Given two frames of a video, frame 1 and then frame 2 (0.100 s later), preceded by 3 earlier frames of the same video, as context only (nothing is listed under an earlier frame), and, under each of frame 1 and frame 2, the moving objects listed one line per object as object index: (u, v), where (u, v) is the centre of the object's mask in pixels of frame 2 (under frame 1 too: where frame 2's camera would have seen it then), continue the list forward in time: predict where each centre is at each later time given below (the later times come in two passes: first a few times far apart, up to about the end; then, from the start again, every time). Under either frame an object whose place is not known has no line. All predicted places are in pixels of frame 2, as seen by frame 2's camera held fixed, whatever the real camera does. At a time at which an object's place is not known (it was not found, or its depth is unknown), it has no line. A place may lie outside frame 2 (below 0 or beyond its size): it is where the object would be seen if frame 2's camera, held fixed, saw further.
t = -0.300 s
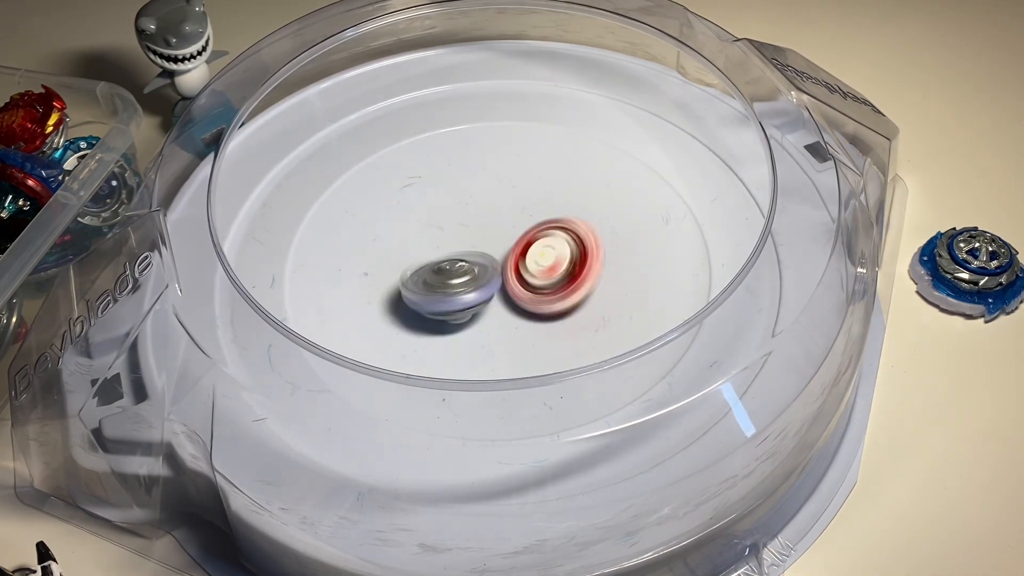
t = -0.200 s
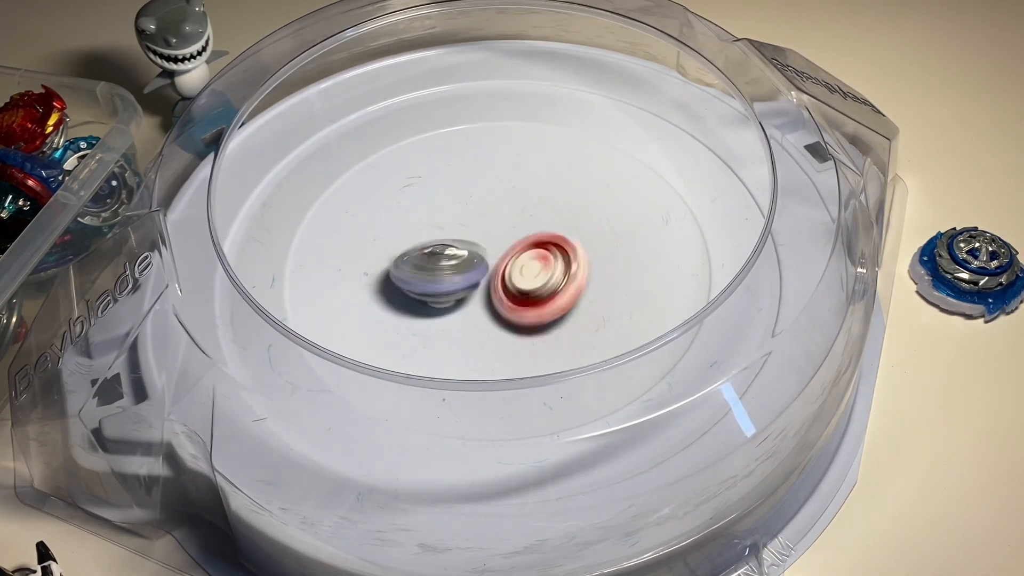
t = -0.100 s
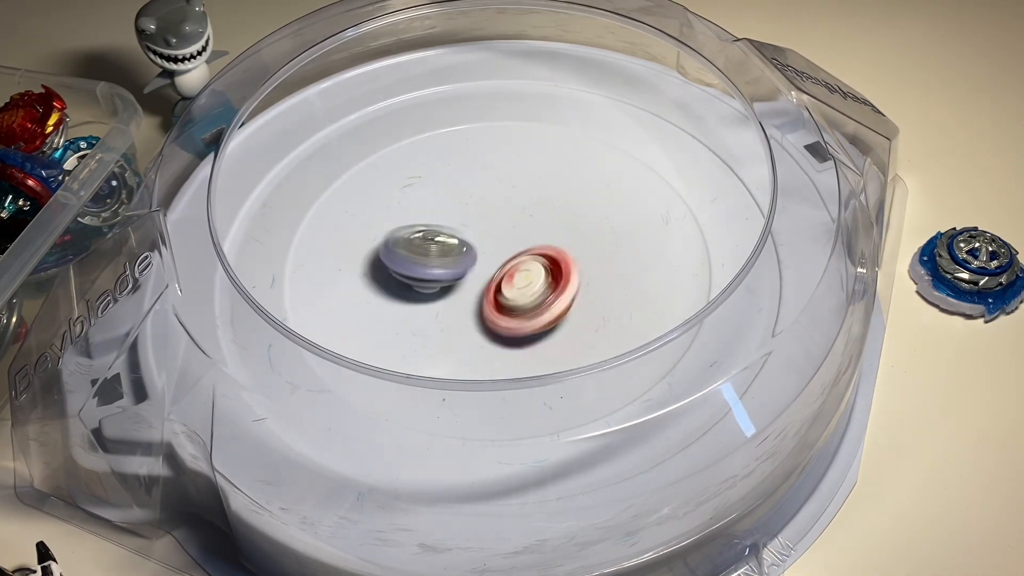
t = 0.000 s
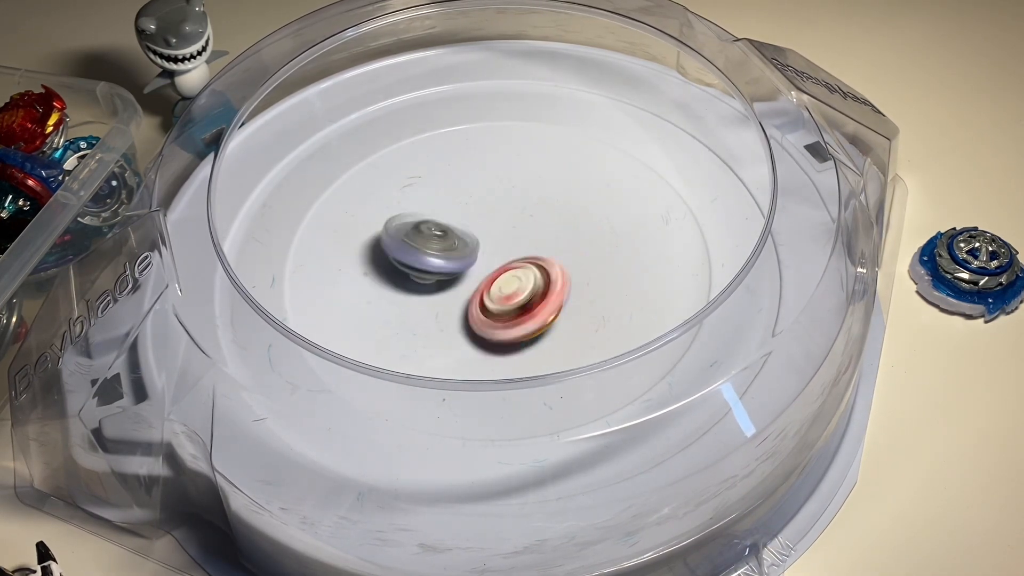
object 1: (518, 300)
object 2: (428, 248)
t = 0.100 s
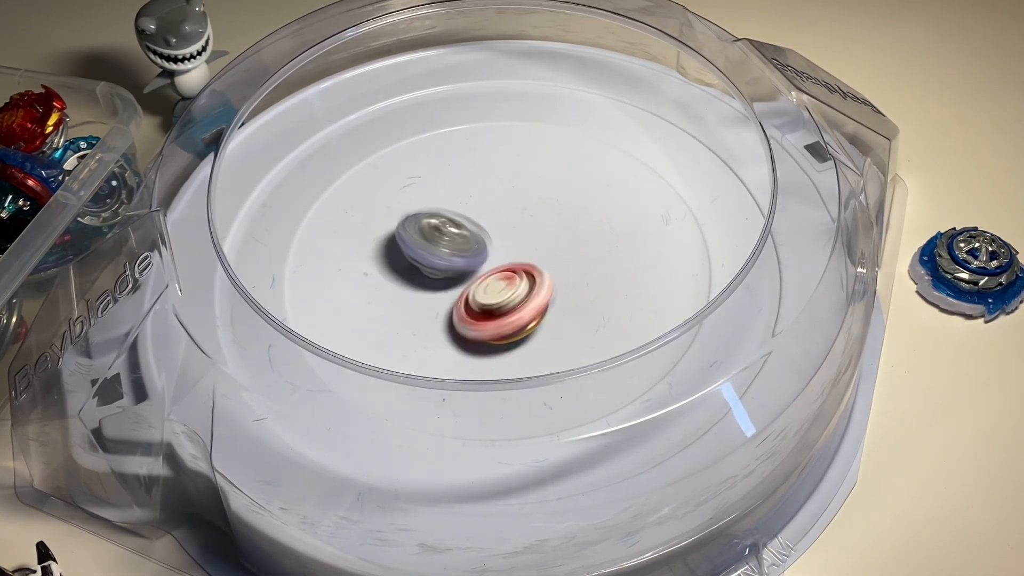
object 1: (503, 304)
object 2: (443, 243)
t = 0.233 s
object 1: (484, 310)
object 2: (466, 228)
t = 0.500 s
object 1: (457, 288)
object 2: (504, 221)
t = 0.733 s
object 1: (444, 262)
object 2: (528, 228)
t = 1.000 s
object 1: (452, 237)
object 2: (549, 255)
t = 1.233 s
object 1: (478, 216)
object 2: (540, 275)
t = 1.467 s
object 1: (513, 209)
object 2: (515, 286)
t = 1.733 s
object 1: (554, 238)
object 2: (498, 300)
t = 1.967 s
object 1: (569, 286)
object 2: (465, 296)
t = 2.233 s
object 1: (536, 297)
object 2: (450, 262)
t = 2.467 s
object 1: (487, 297)
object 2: (441, 212)
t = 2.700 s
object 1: (434, 286)
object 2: (492, 198)
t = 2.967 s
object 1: (410, 283)
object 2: (581, 195)
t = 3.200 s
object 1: (469, 265)
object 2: (585, 255)
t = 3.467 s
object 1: (477, 187)
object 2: (521, 346)
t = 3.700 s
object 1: (470, 213)
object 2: (445, 346)
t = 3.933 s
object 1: (527, 274)
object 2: (405, 279)
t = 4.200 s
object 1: (533, 254)
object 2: (437, 198)
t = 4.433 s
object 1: (471, 279)
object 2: (491, 196)
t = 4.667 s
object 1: (474, 275)
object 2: (568, 246)
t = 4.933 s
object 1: (475, 266)
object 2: (566, 272)
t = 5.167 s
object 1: (465, 258)
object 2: (541, 286)
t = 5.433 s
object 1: (464, 258)
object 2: (537, 290)
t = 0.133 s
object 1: (497, 305)
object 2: (448, 241)
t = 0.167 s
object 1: (493, 307)
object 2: (454, 237)
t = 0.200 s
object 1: (489, 309)
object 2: (460, 232)
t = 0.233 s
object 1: (484, 310)
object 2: (466, 228)
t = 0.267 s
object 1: (480, 310)
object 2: (472, 225)
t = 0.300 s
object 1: (476, 309)
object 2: (479, 223)
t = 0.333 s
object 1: (471, 308)
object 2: (483, 220)
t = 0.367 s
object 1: (467, 305)
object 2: (487, 219)
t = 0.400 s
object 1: (465, 302)
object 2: (492, 219)
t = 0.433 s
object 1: (462, 298)
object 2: (497, 220)
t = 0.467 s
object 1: (459, 293)
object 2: (501, 221)
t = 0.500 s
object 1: (457, 288)
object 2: (504, 221)
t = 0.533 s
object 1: (455, 284)
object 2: (508, 222)
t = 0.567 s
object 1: (452, 280)
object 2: (514, 222)
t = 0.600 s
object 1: (448, 276)
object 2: (519, 223)
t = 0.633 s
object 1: (447, 273)
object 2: (522, 223)
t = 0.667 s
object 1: (445, 269)
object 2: (524, 224)
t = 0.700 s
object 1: (444, 265)
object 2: (526, 226)
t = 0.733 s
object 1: (444, 262)
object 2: (528, 228)
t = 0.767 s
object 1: (442, 258)
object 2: (530, 229)
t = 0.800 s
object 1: (442, 255)
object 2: (532, 232)
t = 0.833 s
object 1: (442, 251)
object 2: (535, 235)
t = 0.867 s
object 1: (443, 248)
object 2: (537, 238)
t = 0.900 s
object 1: (446, 245)
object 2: (538, 241)
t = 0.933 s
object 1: (447, 242)
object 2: (539, 245)
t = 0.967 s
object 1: (448, 239)
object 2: (544, 250)
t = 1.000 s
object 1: (452, 237)
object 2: (549, 255)
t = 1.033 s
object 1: (456, 236)
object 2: (553, 259)
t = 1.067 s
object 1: (461, 234)
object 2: (552, 260)
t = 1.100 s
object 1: (464, 233)
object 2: (550, 262)
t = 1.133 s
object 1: (467, 232)
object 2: (546, 261)
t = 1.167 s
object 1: (470, 230)
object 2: (542, 262)
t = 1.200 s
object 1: (475, 223)
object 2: (542, 269)
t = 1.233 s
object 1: (478, 216)
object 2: (540, 275)
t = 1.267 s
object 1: (483, 213)
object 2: (536, 277)
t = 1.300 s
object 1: (487, 211)
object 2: (533, 278)
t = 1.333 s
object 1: (489, 208)
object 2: (528, 278)
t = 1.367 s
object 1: (494, 210)
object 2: (526, 276)
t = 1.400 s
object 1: (499, 208)
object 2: (521, 278)
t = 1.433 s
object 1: (507, 206)
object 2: (518, 283)
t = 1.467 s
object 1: (513, 209)
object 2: (515, 286)
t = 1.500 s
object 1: (519, 211)
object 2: (513, 287)
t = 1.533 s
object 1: (524, 212)
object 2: (512, 287)
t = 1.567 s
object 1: (528, 217)
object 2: (513, 286)
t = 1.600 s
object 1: (536, 222)
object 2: (509, 290)
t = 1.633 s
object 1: (544, 223)
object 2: (504, 293)
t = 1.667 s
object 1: (549, 229)
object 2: (502, 298)
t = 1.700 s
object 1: (553, 235)
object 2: (499, 300)
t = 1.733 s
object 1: (554, 238)
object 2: (498, 300)
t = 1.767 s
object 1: (557, 243)
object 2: (500, 301)
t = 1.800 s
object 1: (558, 250)
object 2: (498, 303)
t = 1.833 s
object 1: (559, 256)
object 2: (494, 303)
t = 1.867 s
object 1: (561, 267)
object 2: (486, 302)
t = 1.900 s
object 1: (564, 274)
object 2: (479, 300)
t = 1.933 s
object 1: (567, 282)
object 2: (472, 299)
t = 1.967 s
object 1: (569, 286)
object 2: (465, 296)
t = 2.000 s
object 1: (571, 291)
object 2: (460, 293)
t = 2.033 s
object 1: (572, 294)
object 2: (456, 290)
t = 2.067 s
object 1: (569, 296)
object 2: (455, 285)
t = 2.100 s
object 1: (566, 298)
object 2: (454, 282)
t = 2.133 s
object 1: (560, 298)
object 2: (451, 277)
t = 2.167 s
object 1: (554, 298)
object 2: (450, 273)
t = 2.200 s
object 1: (546, 298)
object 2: (449, 267)
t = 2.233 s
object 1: (536, 297)
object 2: (450, 262)
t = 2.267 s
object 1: (527, 297)
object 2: (449, 257)
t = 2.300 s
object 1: (521, 300)
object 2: (446, 247)
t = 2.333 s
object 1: (514, 301)
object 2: (443, 238)
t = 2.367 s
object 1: (508, 301)
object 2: (441, 229)
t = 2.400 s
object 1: (501, 301)
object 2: (439, 222)
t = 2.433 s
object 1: (494, 299)
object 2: (439, 216)
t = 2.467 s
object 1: (487, 297)
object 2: (441, 212)
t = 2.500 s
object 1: (481, 295)
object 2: (443, 208)
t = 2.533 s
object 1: (474, 292)
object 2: (448, 205)
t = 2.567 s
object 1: (469, 288)
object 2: (453, 204)
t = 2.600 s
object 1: (463, 286)
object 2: (459, 205)
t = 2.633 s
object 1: (459, 282)
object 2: (465, 207)
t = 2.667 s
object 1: (449, 282)
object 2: (478, 204)
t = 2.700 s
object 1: (434, 286)
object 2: (492, 198)
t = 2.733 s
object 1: (424, 288)
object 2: (507, 193)
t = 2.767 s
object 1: (415, 288)
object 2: (519, 189)
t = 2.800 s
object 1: (410, 288)
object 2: (531, 187)
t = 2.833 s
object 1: (405, 288)
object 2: (542, 186)
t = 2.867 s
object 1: (404, 288)
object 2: (554, 186)
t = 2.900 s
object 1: (403, 285)
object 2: (564, 188)
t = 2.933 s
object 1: (406, 285)
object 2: (573, 191)
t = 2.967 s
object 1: (410, 283)
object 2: (581, 195)
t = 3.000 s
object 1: (415, 280)
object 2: (587, 200)
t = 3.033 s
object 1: (423, 279)
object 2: (592, 208)
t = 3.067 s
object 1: (430, 276)
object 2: (595, 215)
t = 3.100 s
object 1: (439, 274)
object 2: (595, 224)
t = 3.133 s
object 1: (448, 272)
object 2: (594, 235)
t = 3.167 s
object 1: (459, 270)
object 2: (590, 245)
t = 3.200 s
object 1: (469, 265)
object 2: (585, 255)
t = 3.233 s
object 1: (480, 259)
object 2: (576, 267)
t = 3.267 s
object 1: (489, 250)
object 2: (569, 278)
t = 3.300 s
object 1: (484, 232)
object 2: (570, 297)
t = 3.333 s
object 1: (482, 217)
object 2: (565, 311)
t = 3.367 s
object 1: (481, 205)
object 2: (556, 324)
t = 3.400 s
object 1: (480, 197)
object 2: (545, 335)
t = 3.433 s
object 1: (478, 191)
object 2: (534, 341)
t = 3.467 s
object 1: (477, 187)
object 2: (521, 346)
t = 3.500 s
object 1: (476, 186)
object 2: (511, 350)
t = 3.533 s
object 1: (474, 186)
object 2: (500, 352)
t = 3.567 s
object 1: (472, 189)
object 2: (487, 354)
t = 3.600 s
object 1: (471, 192)
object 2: (475, 354)
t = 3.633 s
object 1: (471, 198)
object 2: (464, 353)
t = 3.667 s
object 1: (470, 205)
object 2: (456, 350)
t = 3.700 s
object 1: (470, 213)
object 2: (445, 346)
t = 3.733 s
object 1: (471, 220)
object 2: (435, 341)
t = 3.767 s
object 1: (473, 229)
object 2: (428, 333)
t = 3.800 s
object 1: (476, 240)
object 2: (423, 325)
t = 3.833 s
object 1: (482, 251)
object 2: (417, 313)
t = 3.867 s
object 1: (490, 261)
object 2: (415, 302)
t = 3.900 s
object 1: (507, 269)
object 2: (409, 292)
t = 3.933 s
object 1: (527, 274)
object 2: (405, 279)
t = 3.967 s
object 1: (544, 274)
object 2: (404, 267)
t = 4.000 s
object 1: (560, 272)
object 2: (405, 256)
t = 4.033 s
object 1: (568, 268)
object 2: (408, 242)
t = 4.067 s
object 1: (571, 263)
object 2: (412, 230)
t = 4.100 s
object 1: (568, 259)
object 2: (418, 222)
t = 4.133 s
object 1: (560, 256)
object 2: (423, 211)
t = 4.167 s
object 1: (549, 254)
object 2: (430, 205)
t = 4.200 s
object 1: (533, 254)
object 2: (437, 198)
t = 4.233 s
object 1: (516, 255)
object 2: (444, 195)
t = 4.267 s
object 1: (500, 260)
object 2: (452, 191)
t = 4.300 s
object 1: (486, 266)
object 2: (459, 187)
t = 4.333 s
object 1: (477, 272)
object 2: (467, 187)
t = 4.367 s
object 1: (471, 277)
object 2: (475, 189)
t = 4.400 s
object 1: (469, 279)
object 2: (483, 191)
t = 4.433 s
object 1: (471, 279)
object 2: (491, 196)
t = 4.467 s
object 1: (473, 278)
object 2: (501, 199)
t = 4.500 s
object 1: (476, 276)
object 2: (508, 205)
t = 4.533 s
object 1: (477, 273)
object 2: (520, 212)
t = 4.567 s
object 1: (476, 274)
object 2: (536, 221)
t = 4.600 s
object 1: (475, 275)
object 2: (547, 230)
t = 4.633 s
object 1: (475, 275)
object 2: (559, 238)
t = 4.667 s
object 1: (474, 275)
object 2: (568, 246)
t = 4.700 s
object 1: (474, 275)
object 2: (576, 251)
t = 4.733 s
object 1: (475, 275)
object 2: (582, 255)
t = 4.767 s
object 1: (475, 274)
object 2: (584, 259)
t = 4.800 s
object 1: (476, 274)
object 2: (583, 262)
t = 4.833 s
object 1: (477, 272)
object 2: (578, 265)
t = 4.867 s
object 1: (478, 271)
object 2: (573, 267)
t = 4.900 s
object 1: (478, 269)
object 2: (568, 269)
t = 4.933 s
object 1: (475, 266)
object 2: (566, 272)
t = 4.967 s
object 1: (473, 263)
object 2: (564, 275)
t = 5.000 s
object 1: (471, 261)
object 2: (561, 277)
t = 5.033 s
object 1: (469, 260)
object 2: (556, 280)
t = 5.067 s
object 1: (468, 260)
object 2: (550, 282)
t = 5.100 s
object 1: (466, 259)
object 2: (546, 284)
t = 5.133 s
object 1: (465, 258)
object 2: (543, 285)
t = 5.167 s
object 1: (465, 258)
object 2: (541, 286)
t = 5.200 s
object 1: (464, 258)
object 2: (539, 288)
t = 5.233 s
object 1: (464, 258)
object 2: (538, 289)
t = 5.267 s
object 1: (464, 258)
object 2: (537, 290)
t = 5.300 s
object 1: (464, 258)
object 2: (537, 290)
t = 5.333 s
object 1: (464, 258)
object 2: (537, 290)
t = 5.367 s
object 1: (464, 258)
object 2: (537, 290)
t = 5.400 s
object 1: (464, 258)
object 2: (537, 290)
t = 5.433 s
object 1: (464, 258)
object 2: (537, 290)
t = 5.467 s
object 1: (464, 258)
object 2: (537, 290)
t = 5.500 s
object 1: (464, 258)
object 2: (537, 290)
